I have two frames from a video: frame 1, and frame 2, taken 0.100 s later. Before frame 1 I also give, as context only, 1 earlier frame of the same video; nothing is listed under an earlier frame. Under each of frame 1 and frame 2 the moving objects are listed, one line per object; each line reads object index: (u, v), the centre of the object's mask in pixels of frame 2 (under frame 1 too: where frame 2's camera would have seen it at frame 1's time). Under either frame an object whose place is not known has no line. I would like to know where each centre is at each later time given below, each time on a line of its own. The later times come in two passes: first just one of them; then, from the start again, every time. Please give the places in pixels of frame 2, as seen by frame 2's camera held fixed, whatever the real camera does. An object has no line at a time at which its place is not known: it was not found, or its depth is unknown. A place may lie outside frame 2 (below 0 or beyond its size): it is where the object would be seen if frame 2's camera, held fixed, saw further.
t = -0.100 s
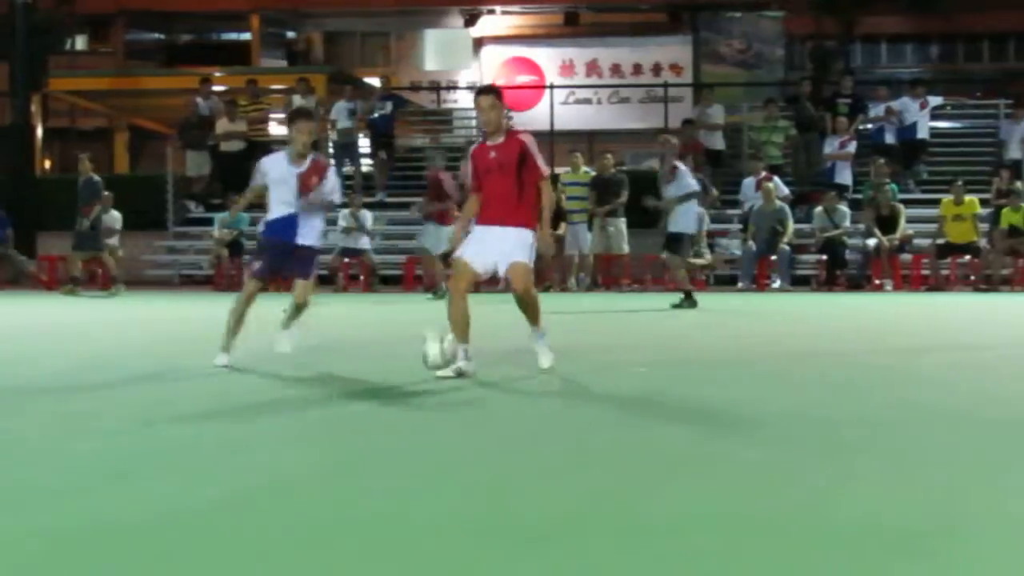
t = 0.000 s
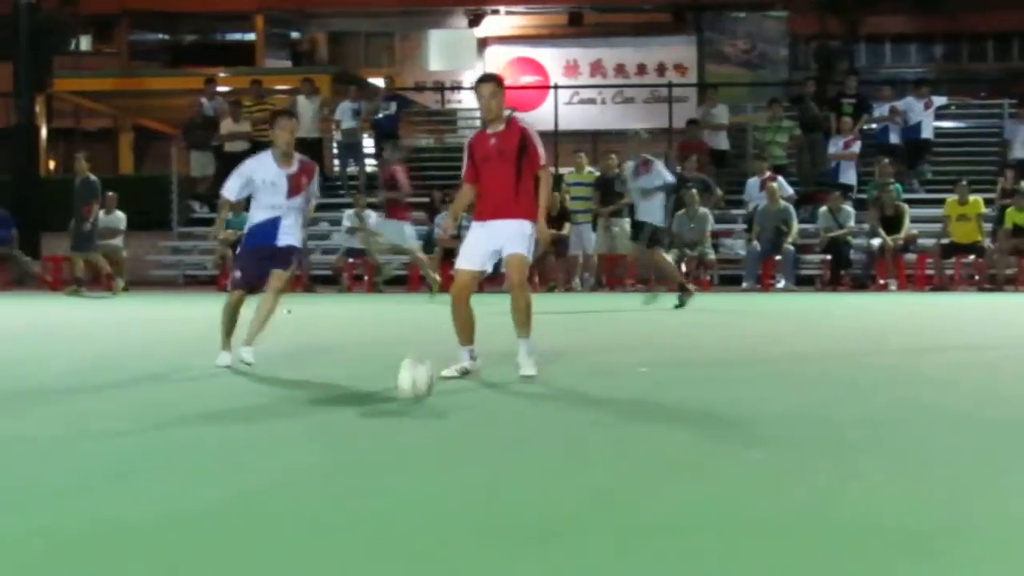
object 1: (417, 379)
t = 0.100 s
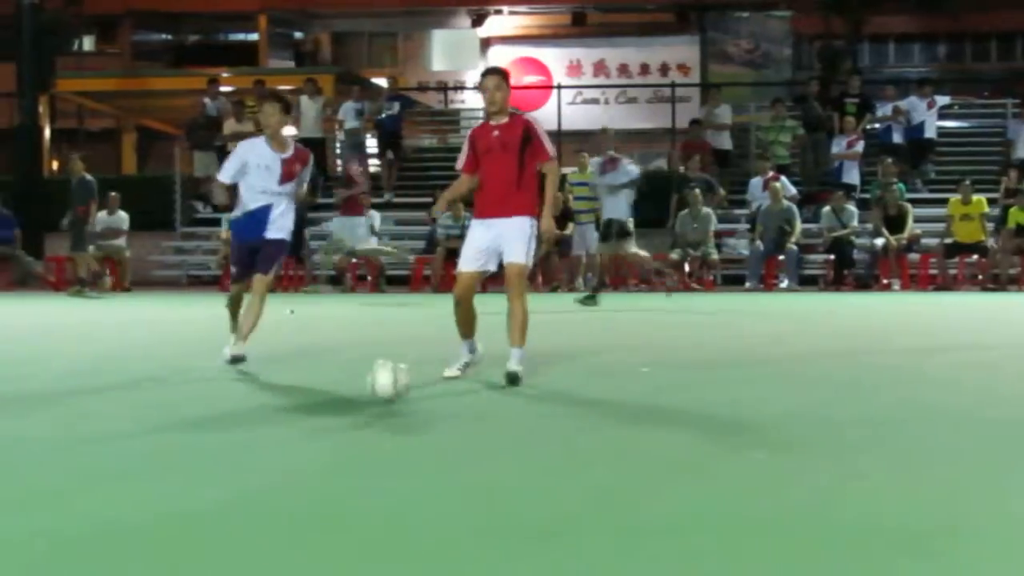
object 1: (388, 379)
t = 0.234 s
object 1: (350, 390)
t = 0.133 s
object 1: (377, 378)
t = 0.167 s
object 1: (368, 381)
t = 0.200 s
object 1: (357, 383)
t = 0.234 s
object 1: (350, 390)
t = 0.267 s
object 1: (340, 401)
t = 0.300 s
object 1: (328, 414)
